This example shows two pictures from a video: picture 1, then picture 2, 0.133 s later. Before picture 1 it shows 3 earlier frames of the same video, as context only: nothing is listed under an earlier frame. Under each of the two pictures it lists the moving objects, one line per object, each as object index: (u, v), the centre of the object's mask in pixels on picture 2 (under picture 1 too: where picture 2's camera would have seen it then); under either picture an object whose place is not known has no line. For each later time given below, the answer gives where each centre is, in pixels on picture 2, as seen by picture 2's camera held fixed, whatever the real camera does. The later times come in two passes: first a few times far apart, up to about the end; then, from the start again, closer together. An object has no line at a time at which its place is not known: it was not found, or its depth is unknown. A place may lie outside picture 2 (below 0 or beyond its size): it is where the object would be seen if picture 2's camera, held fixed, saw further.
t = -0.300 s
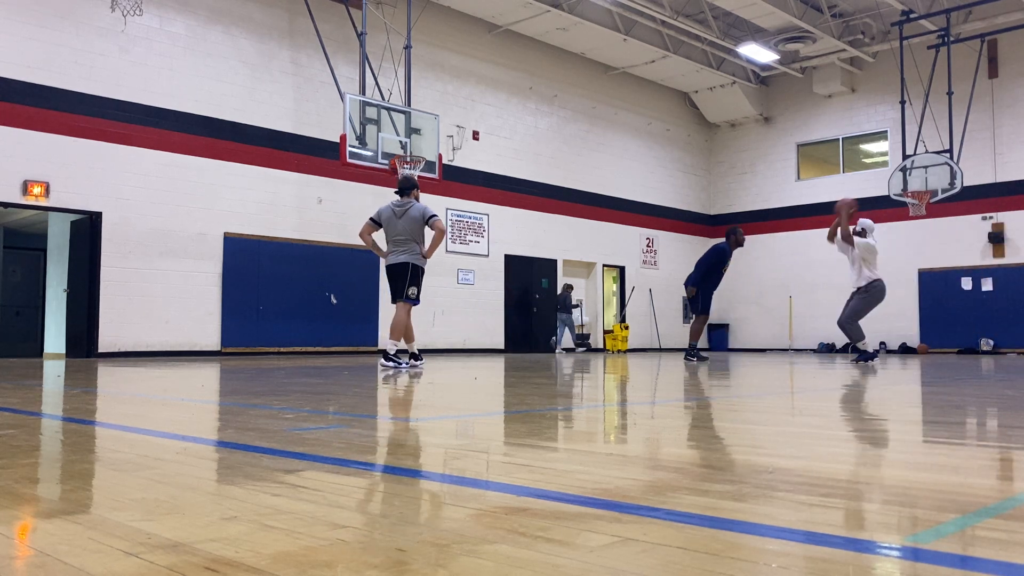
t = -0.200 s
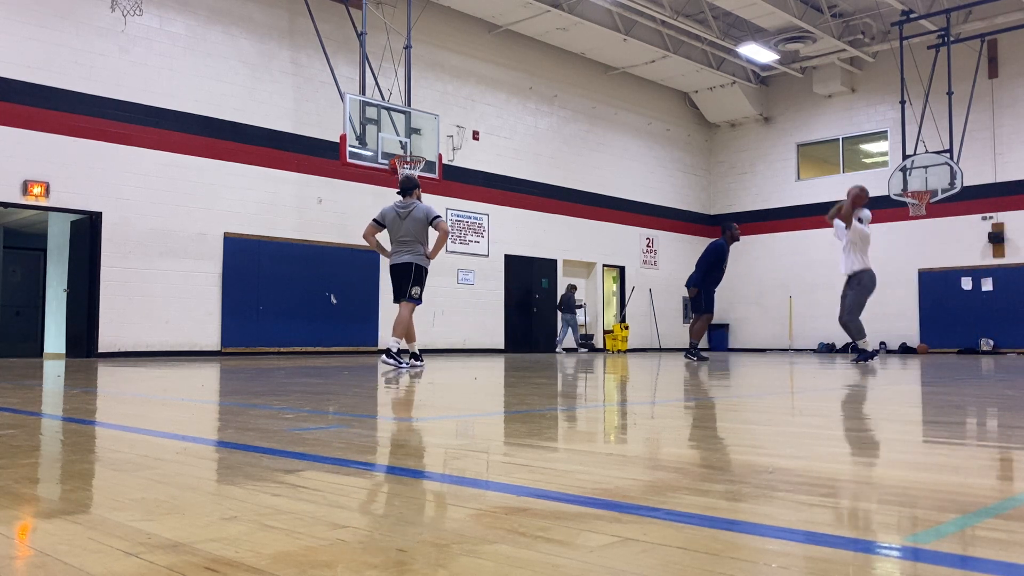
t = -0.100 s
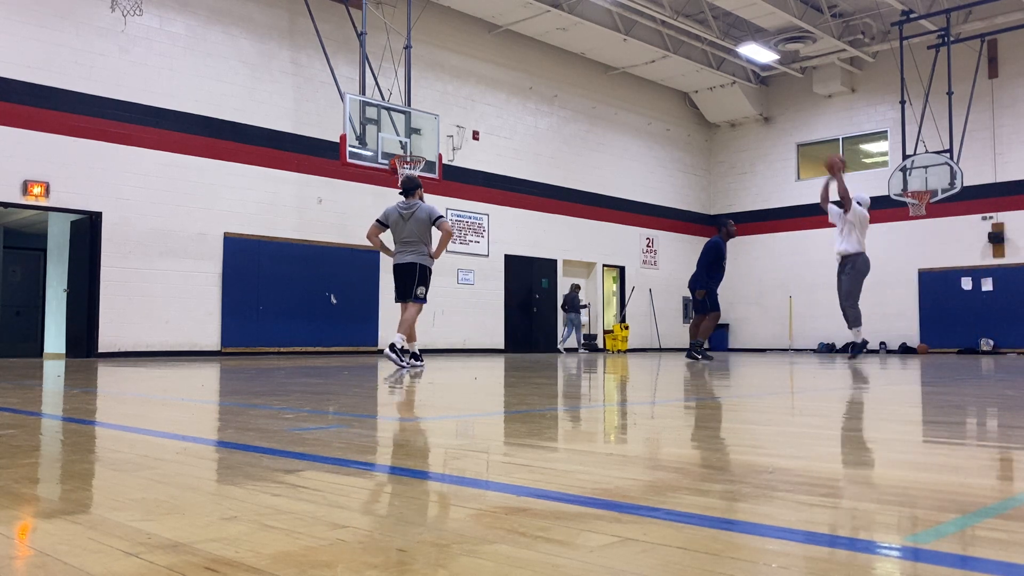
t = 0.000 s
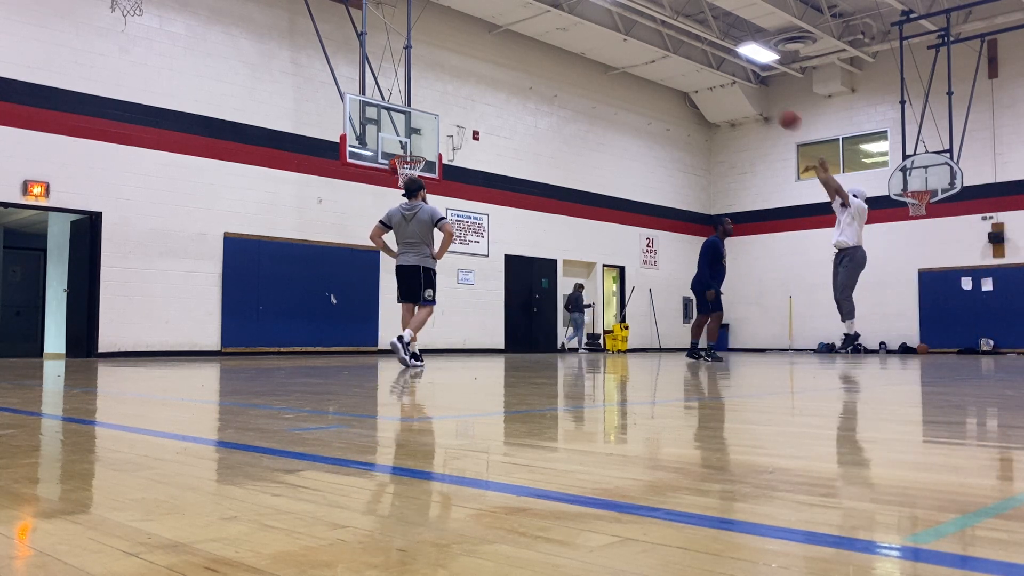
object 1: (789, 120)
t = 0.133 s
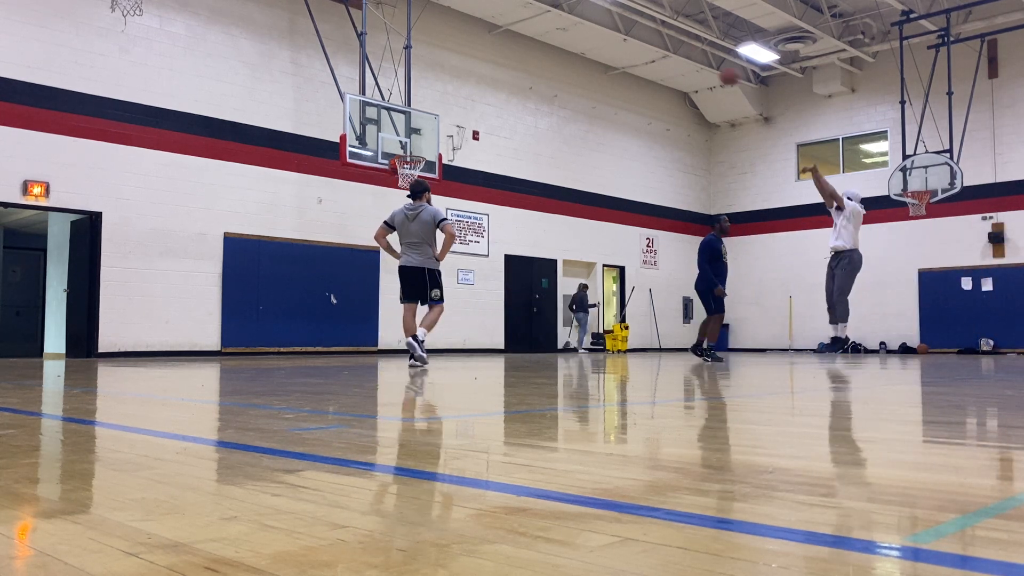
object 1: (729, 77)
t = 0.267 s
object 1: (673, 49)
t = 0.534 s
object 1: (576, 38)
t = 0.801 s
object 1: (493, 75)
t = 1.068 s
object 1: (421, 150)
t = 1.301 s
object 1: (393, 186)
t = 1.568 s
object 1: (380, 244)
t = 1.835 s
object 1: (366, 347)
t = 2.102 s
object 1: (376, 277)
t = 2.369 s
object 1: (386, 244)
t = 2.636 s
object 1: (395, 257)
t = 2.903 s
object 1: (404, 317)
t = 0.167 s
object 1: (714, 67)
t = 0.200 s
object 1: (700, 60)
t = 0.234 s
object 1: (687, 54)
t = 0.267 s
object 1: (673, 49)
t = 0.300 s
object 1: (661, 44)
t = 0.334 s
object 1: (648, 41)
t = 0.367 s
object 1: (635, 38)
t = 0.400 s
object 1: (623, 36)
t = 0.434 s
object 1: (611, 35)
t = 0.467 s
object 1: (599, 35)
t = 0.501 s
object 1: (588, 36)
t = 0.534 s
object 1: (576, 38)
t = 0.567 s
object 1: (565, 40)
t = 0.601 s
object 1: (554, 43)
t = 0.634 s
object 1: (544, 46)
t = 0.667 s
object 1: (533, 51)
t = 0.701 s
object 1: (523, 56)
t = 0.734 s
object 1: (513, 62)
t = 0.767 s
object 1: (503, 68)
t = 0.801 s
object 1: (493, 75)
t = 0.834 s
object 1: (484, 82)
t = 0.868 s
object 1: (474, 90)
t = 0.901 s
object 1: (465, 99)
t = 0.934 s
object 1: (456, 108)
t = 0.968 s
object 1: (447, 118)
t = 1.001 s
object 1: (437, 128)
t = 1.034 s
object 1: (428, 139)
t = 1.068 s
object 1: (421, 150)
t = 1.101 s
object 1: (412, 164)
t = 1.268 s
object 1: (395, 182)
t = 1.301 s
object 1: (393, 186)
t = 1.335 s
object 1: (392, 191)
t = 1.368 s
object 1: (390, 197)
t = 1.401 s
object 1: (388, 203)
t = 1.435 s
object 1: (387, 210)
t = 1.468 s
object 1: (385, 218)
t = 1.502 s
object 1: (383, 226)
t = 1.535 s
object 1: (382, 235)
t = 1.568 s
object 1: (380, 244)
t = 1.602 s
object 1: (378, 255)
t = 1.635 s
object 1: (377, 266)
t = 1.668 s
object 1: (375, 278)
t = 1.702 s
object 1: (373, 290)
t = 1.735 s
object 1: (371, 303)
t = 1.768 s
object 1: (370, 317)
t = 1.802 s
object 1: (368, 331)
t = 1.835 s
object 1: (366, 347)
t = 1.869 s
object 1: (367, 341)
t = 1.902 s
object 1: (368, 330)
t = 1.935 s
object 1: (370, 319)
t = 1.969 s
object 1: (371, 309)
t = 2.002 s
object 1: (372, 300)
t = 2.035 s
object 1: (374, 292)
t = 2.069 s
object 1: (375, 284)
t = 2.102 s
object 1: (376, 277)
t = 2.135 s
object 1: (377, 270)
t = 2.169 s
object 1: (378, 264)
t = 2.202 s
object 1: (379, 259)
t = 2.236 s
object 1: (381, 255)
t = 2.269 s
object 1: (382, 251)
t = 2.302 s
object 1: (383, 248)
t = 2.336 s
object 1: (385, 246)
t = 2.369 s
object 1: (386, 244)
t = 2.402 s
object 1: (387, 244)
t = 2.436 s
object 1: (388, 243)
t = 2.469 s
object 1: (389, 244)
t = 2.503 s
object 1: (391, 245)
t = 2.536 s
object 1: (392, 247)
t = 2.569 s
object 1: (393, 250)
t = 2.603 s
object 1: (394, 253)
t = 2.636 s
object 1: (395, 257)
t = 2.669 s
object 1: (396, 262)
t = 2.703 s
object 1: (397, 268)
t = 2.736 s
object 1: (398, 274)
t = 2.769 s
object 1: (400, 281)
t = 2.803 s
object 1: (401, 289)
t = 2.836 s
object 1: (402, 298)
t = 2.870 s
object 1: (403, 307)
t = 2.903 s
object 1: (404, 317)
